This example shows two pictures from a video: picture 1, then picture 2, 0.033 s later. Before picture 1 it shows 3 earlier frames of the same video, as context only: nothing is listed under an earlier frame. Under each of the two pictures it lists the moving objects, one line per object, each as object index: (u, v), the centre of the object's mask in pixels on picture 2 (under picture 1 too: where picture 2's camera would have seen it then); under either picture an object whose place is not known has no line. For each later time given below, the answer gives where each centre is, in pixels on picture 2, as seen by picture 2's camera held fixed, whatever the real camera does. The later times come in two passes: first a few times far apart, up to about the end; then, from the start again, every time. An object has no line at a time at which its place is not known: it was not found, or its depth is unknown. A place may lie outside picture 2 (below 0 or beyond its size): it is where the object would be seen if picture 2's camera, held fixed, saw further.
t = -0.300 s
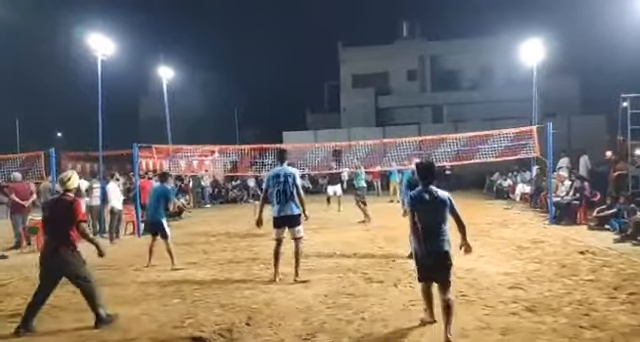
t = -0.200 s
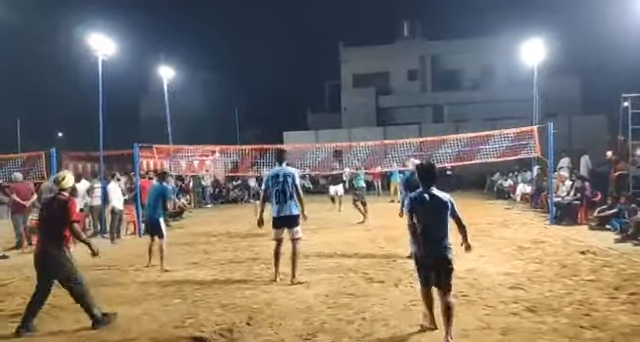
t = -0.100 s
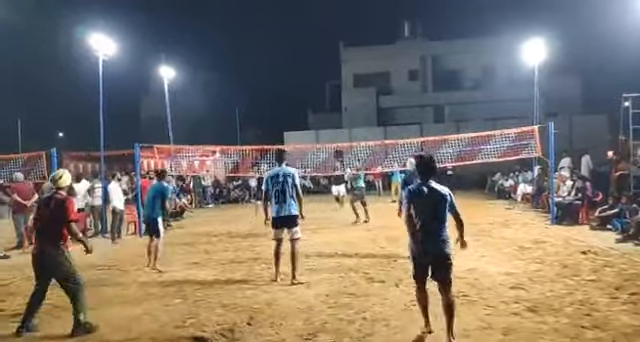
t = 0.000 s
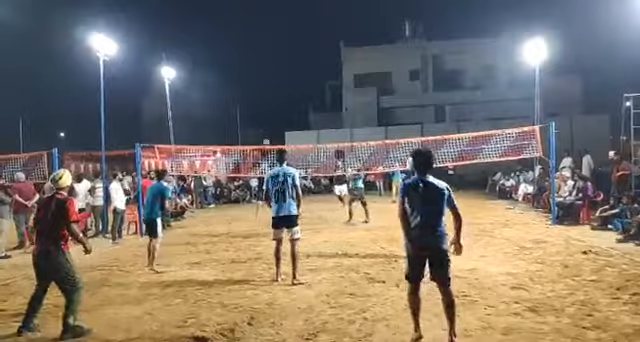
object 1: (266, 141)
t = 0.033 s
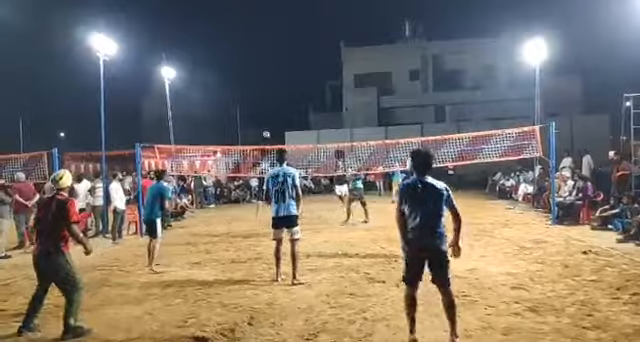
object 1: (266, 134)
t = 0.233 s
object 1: (269, 89)
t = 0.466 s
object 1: (275, 46)
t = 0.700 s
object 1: (284, 18)
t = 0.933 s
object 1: (298, 15)
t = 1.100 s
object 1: (314, 43)
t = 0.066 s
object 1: (267, 126)
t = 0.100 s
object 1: (267, 118)
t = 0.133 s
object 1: (268, 111)
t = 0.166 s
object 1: (268, 104)
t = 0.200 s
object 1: (269, 96)
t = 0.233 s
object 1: (269, 89)
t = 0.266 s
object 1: (270, 83)
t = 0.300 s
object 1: (271, 76)
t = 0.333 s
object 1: (271, 69)
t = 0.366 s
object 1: (272, 63)
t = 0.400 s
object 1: (273, 57)
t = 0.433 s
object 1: (274, 51)
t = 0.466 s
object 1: (275, 46)
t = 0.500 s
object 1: (276, 40)
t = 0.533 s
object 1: (277, 36)
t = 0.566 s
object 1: (279, 31)
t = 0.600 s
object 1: (280, 27)
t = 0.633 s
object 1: (281, 24)
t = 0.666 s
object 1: (282, 20)
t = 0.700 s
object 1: (284, 18)
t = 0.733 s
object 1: (286, 16)
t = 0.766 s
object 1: (287, 14)
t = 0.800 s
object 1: (289, 13)
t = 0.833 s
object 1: (291, 12)
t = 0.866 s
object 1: (293, 12)
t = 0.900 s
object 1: (295, 14)
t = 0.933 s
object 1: (298, 15)
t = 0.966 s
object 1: (301, 18)
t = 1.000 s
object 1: (303, 22)
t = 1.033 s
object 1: (307, 28)
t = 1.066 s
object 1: (310, 35)
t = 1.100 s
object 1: (314, 43)
